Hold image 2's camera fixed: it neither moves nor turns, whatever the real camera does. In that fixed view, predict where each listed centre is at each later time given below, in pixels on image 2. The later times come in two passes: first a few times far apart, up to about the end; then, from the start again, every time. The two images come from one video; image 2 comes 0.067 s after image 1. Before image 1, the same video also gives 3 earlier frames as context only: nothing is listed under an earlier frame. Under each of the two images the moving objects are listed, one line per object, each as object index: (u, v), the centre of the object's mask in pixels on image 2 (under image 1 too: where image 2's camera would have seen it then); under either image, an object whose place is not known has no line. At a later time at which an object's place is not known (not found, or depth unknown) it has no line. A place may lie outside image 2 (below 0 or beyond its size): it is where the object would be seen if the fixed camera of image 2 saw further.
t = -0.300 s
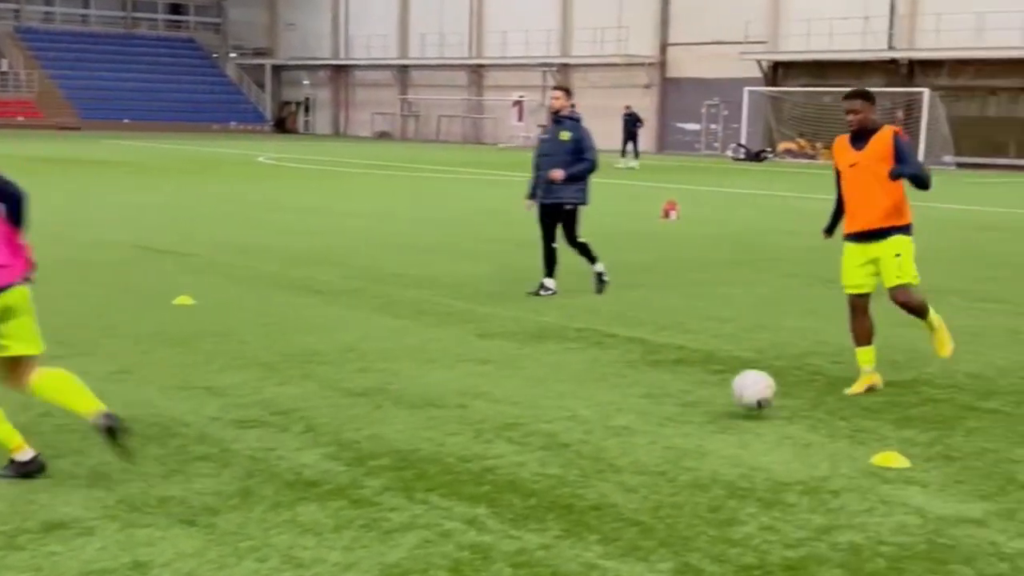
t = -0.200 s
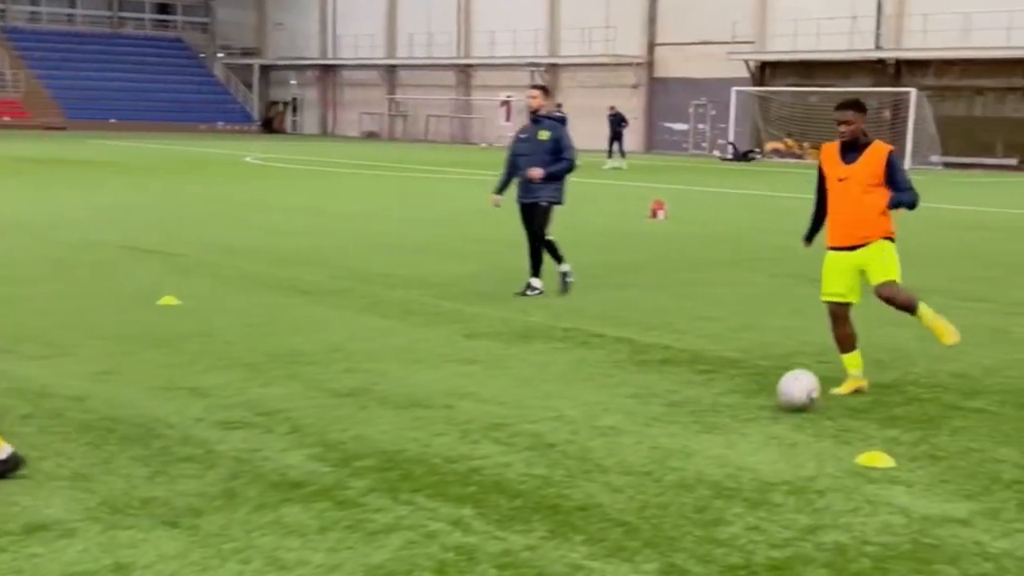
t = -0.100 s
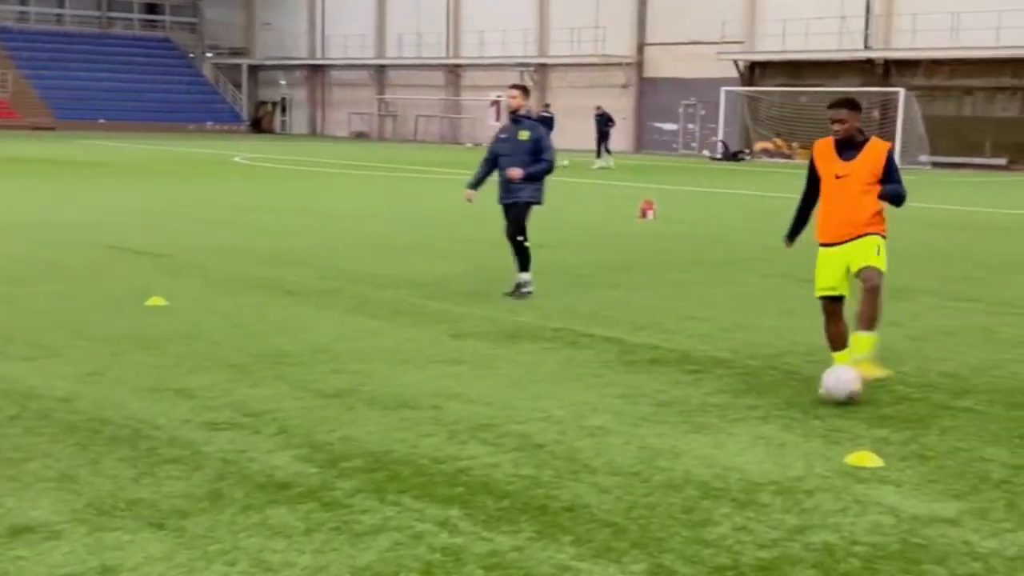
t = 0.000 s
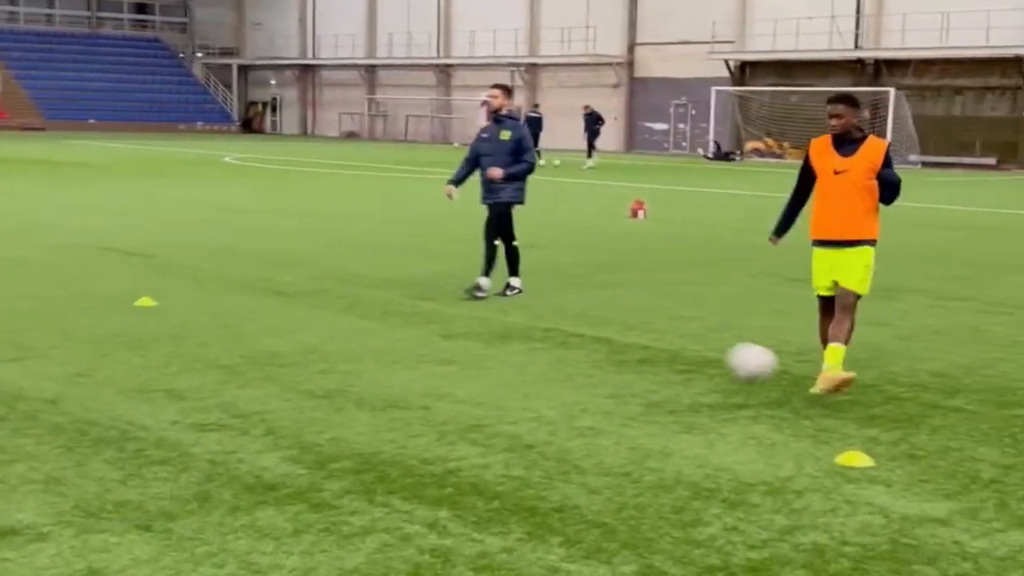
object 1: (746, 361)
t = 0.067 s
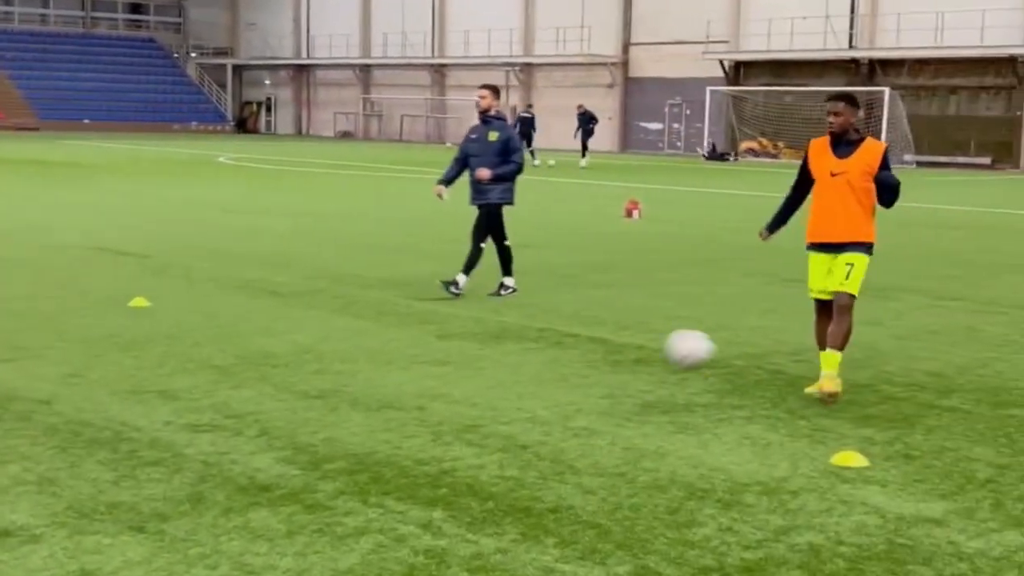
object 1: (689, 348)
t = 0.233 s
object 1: (537, 354)
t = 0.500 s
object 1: (258, 412)
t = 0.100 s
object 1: (660, 345)
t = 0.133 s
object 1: (630, 344)
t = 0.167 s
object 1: (601, 345)
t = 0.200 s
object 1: (569, 348)
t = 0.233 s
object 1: (537, 354)
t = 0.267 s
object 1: (506, 362)
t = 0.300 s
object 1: (473, 372)
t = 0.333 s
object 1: (441, 385)
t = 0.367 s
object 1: (406, 400)
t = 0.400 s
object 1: (369, 420)
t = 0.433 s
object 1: (334, 426)
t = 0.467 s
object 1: (297, 418)
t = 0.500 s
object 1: (258, 412)
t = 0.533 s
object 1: (218, 409)
